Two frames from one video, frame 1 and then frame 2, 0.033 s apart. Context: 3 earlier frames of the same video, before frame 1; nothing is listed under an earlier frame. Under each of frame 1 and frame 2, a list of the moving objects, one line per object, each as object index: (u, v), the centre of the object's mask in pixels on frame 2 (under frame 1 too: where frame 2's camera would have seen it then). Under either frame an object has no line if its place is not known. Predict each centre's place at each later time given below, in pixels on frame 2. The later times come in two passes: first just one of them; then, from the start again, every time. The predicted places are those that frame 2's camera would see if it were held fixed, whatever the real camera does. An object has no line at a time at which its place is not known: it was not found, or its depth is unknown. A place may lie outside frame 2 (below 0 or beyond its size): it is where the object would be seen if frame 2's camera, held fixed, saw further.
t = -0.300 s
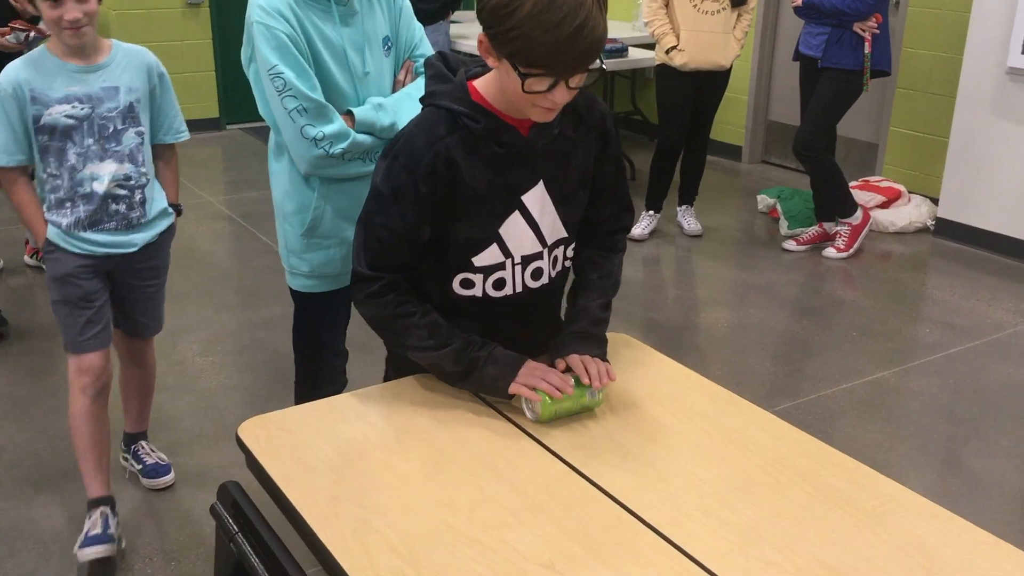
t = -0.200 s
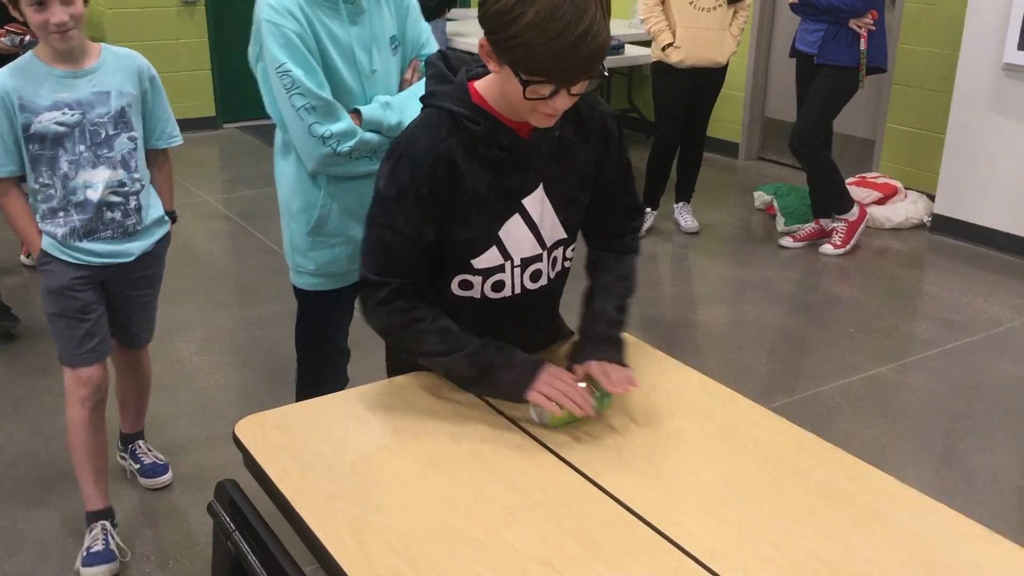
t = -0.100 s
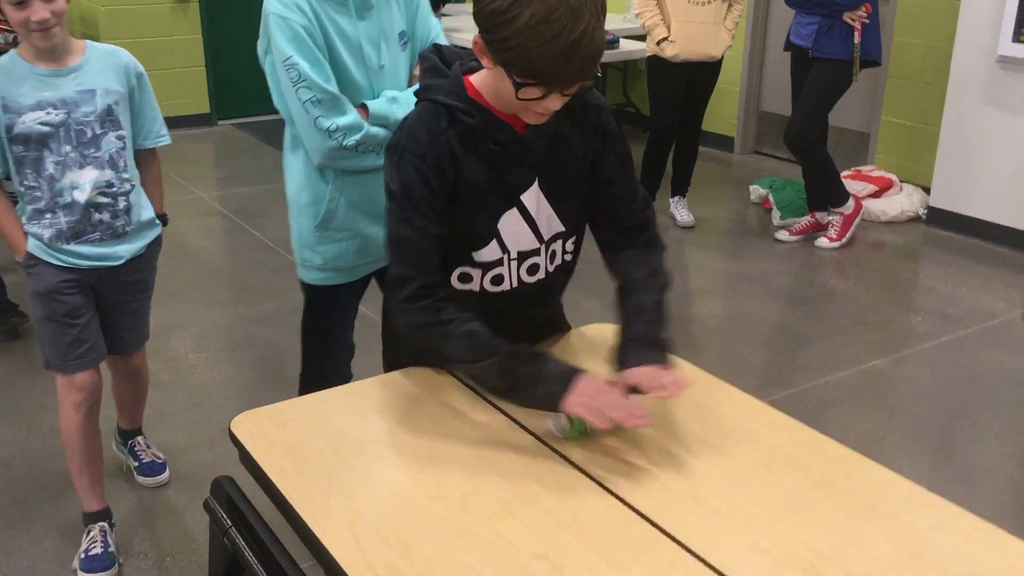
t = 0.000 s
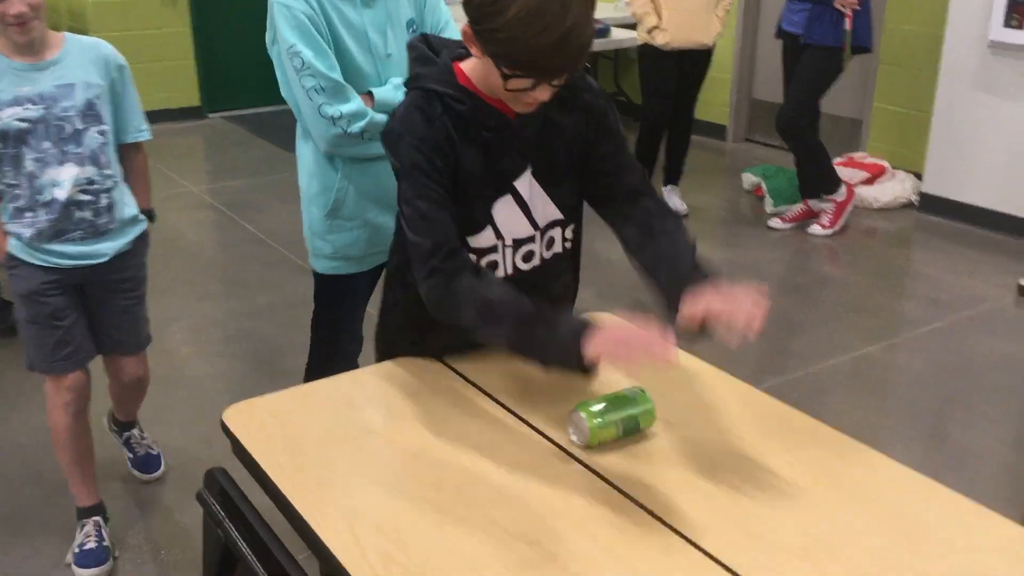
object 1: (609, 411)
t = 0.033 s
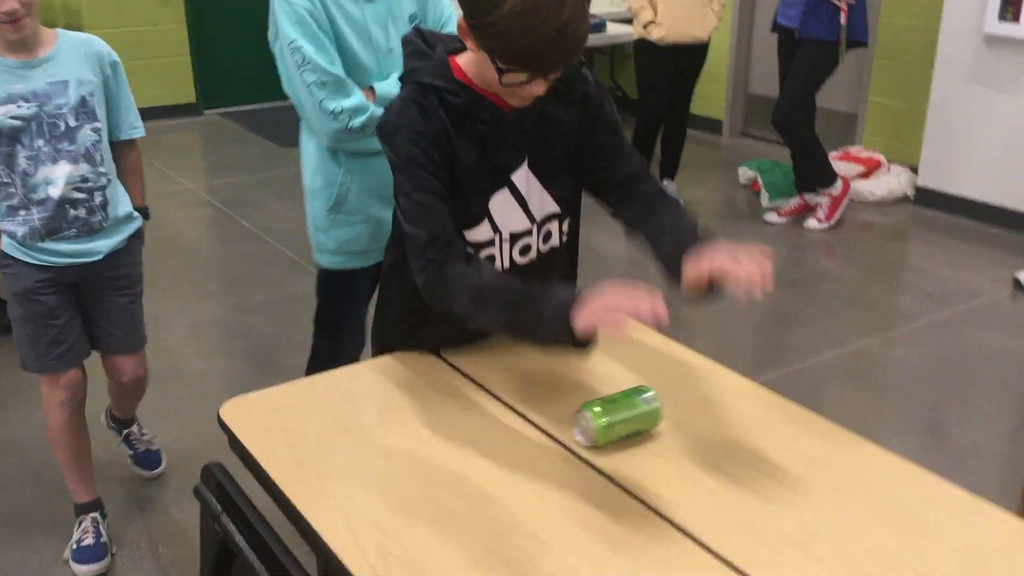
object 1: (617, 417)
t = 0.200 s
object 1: (661, 445)
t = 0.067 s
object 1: (625, 422)
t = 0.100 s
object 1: (634, 428)
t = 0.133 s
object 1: (642, 434)
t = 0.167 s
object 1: (654, 440)
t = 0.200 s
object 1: (661, 445)
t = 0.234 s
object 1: (670, 450)
